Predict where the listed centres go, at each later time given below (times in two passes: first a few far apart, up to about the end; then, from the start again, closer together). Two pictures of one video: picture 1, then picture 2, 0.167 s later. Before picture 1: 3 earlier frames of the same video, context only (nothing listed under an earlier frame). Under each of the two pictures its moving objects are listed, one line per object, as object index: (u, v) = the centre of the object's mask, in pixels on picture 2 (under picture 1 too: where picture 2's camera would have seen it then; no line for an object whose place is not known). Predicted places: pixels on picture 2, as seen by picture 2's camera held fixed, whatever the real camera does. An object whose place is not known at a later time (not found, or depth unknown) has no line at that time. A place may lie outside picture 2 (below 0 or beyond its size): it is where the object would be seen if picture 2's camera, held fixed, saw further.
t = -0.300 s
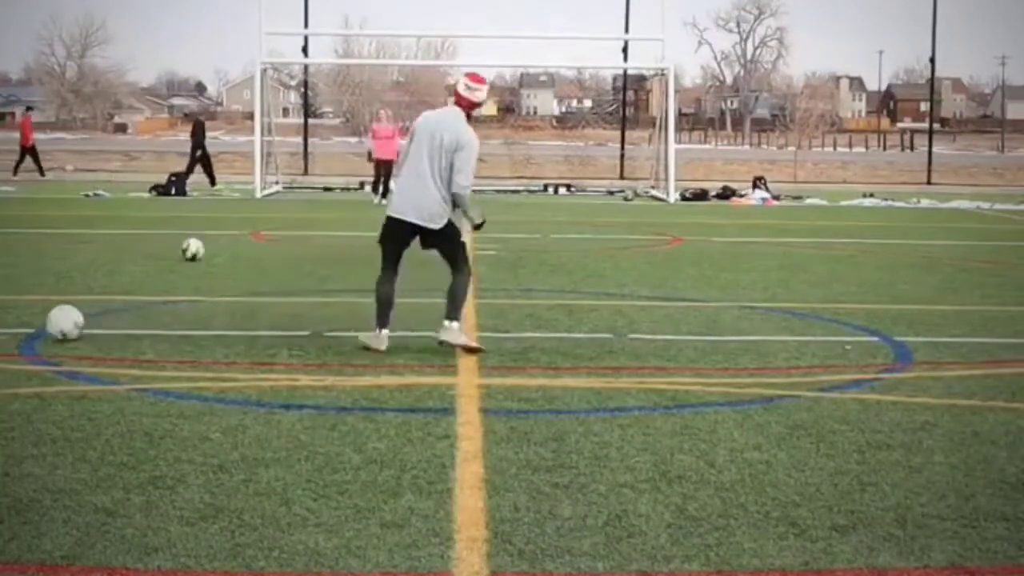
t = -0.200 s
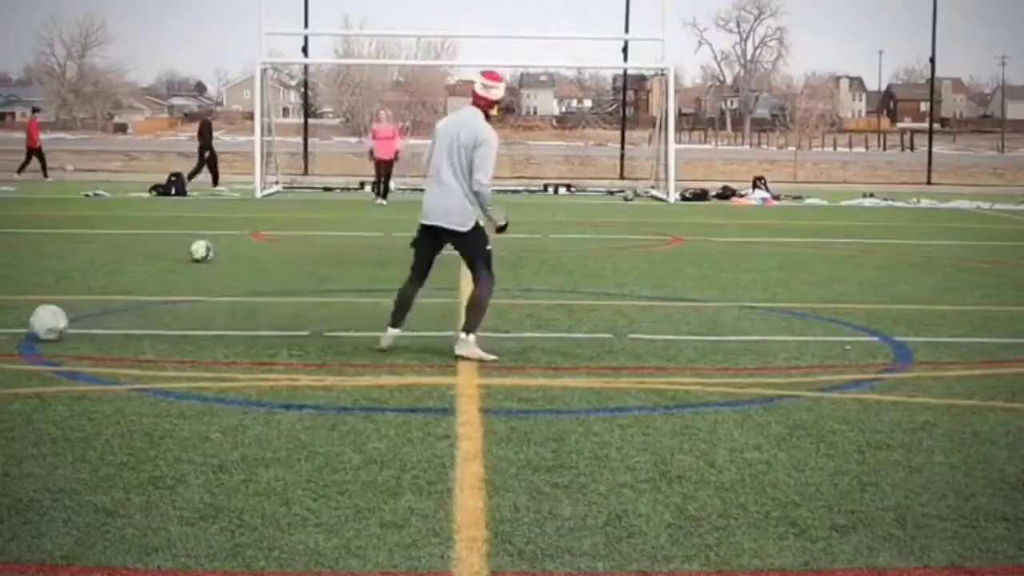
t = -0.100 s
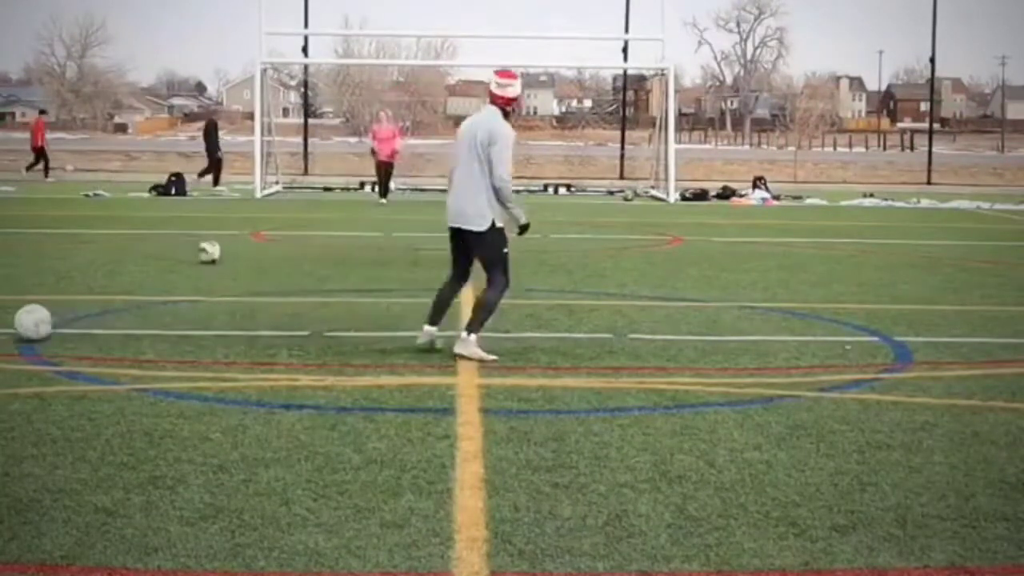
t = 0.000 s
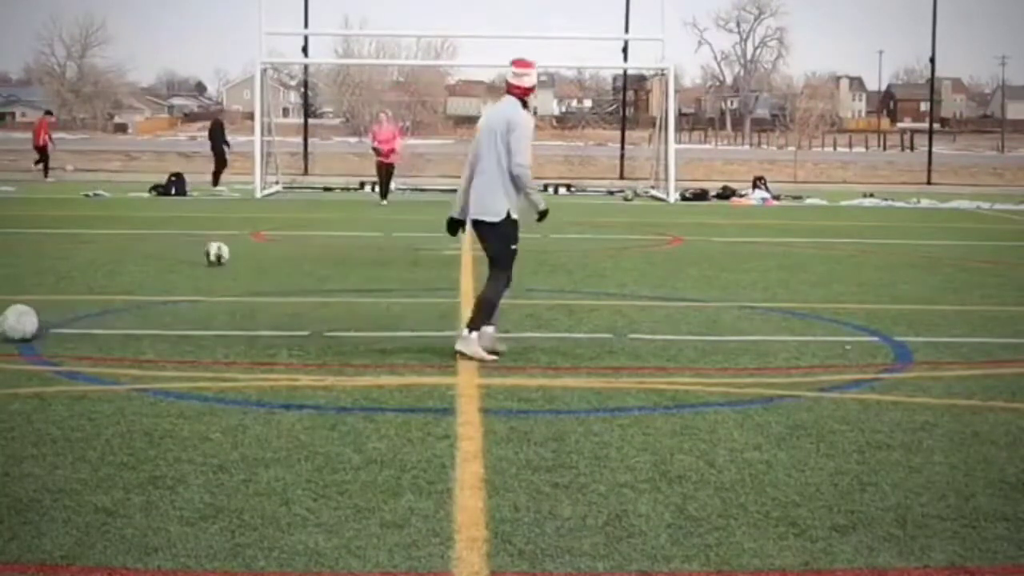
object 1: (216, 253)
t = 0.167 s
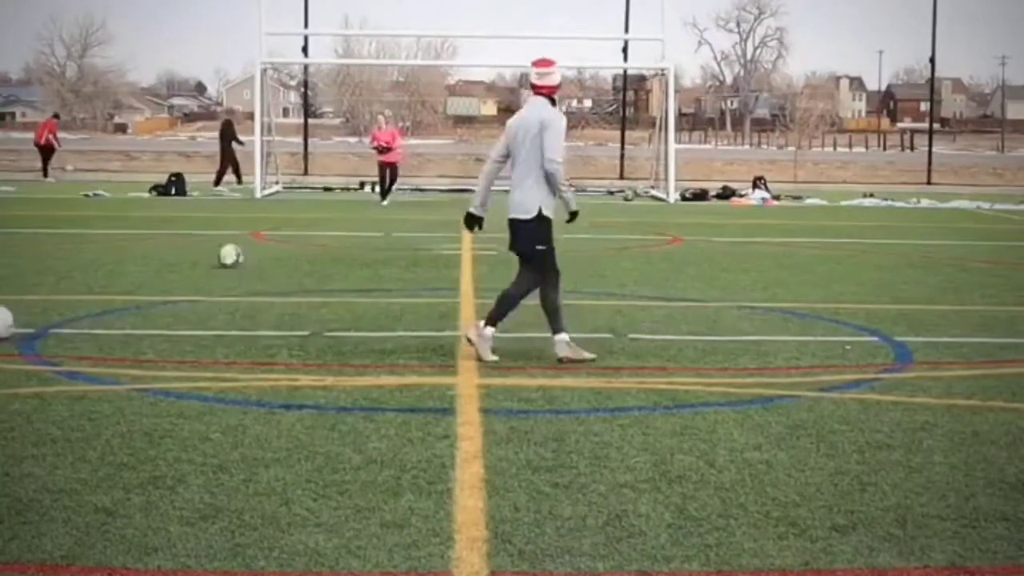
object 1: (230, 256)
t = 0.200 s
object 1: (234, 256)
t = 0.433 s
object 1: (251, 259)
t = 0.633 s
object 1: (267, 262)
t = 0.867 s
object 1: (287, 265)
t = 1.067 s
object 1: (303, 268)
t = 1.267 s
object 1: (318, 269)
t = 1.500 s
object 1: (335, 272)
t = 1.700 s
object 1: (349, 275)
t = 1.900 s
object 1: (364, 277)
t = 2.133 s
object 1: (379, 280)
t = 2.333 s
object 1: (391, 282)
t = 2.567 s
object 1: (405, 283)
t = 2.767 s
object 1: (417, 285)
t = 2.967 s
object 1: (427, 287)
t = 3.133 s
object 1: (435, 287)
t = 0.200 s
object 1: (234, 256)
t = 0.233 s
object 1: (236, 256)
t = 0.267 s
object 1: (238, 257)
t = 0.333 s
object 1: (244, 258)
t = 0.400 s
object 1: (249, 259)
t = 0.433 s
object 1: (251, 259)
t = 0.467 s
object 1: (254, 260)
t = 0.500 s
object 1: (257, 260)
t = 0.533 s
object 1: (260, 260)
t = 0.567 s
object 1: (263, 261)
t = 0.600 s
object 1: (265, 262)
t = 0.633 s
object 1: (267, 262)
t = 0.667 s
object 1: (270, 263)
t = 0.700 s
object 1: (274, 263)
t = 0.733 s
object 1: (276, 264)
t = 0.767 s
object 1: (280, 263)
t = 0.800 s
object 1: (282, 264)
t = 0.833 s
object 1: (284, 265)
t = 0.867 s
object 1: (287, 265)
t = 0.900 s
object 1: (289, 266)
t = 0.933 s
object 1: (292, 267)
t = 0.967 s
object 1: (294, 267)
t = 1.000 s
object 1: (298, 267)
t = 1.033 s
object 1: (300, 268)
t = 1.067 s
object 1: (303, 268)
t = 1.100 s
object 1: (305, 269)
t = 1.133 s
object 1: (307, 269)
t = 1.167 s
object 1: (309, 270)
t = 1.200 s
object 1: (312, 270)
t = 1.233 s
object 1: (316, 268)
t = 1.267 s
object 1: (318, 269)
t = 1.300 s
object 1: (320, 270)
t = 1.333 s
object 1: (323, 270)
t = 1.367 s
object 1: (325, 271)
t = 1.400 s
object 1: (327, 271)
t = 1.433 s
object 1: (330, 273)
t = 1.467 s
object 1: (332, 273)
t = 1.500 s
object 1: (335, 272)
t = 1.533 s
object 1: (337, 273)
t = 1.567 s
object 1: (339, 273)
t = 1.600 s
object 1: (342, 274)
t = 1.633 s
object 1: (344, 274)
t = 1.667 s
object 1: (346, 275)
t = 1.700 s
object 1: (349, 275)
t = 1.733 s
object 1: (351, 276)
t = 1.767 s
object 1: (354, 276)
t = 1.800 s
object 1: (356, 276)
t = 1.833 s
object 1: (358, 277)
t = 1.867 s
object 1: (362, 276)
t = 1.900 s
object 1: (364, 277)
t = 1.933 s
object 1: (366, 277)
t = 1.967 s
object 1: (368, 278)
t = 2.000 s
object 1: (370, 278)
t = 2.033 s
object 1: (372, 279)
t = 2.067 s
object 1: (374, 279)
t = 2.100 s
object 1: (377, 280)
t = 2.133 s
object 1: (379, 280)
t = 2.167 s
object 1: (381, 280)
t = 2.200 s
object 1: (383, 281)
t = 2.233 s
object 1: (385, 281)
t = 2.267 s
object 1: (387, 281)
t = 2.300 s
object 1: (389, 281)
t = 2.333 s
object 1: (391, 282)
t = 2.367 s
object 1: (393, 283)
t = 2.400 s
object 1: (395, 283)
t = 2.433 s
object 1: (397, 283)
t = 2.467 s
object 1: (399, 283)
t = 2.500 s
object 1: (401, 283)
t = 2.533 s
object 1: (403, 283)
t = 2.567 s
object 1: (405, 283)
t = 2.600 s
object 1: (408, 284)
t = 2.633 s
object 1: (410, 284)
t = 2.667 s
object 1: (412, 284)
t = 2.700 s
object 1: (414, 284)
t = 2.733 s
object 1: (415, 284)
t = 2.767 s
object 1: (417, 285)
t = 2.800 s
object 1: (419, 285)
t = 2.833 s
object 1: (421, 286)
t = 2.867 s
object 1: (423, 286)
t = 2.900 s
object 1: (425, 286)
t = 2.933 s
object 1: (426, 286)
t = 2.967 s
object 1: (427, 287)
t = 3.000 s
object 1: (429, 287)
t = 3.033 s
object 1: (430, 287)
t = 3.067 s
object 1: (432, 287)
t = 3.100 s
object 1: (433, 287)
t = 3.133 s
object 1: (435, 287)
